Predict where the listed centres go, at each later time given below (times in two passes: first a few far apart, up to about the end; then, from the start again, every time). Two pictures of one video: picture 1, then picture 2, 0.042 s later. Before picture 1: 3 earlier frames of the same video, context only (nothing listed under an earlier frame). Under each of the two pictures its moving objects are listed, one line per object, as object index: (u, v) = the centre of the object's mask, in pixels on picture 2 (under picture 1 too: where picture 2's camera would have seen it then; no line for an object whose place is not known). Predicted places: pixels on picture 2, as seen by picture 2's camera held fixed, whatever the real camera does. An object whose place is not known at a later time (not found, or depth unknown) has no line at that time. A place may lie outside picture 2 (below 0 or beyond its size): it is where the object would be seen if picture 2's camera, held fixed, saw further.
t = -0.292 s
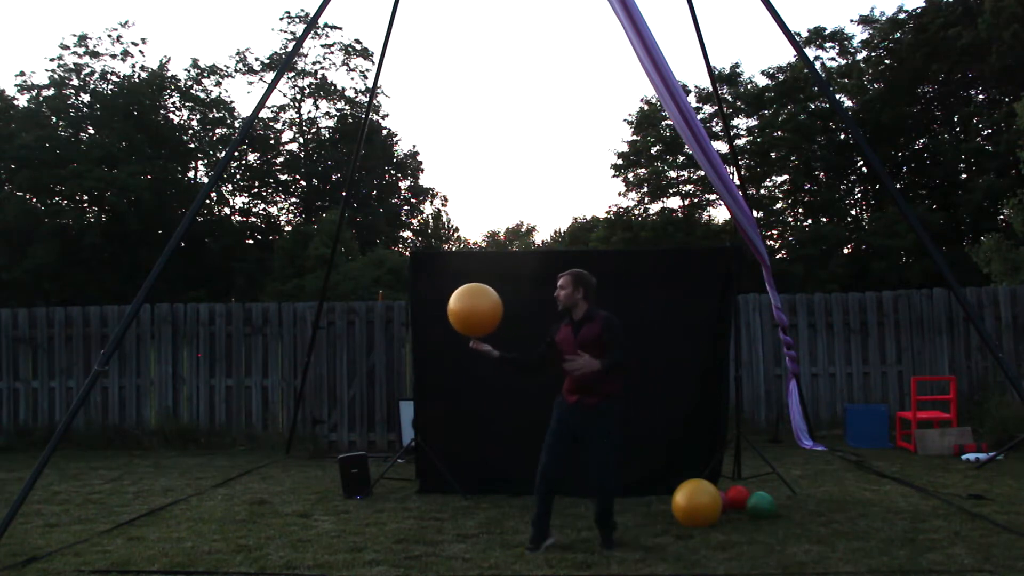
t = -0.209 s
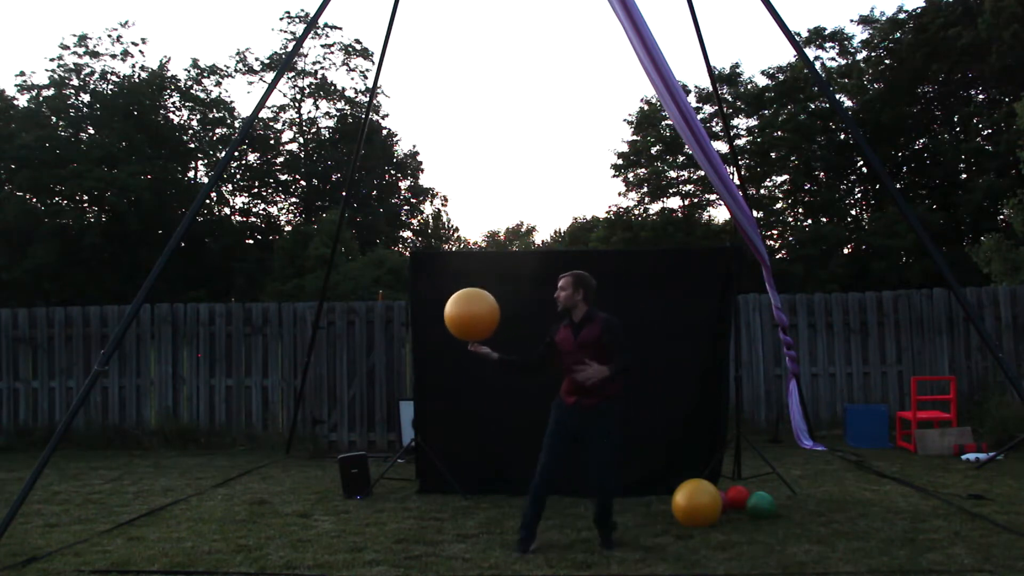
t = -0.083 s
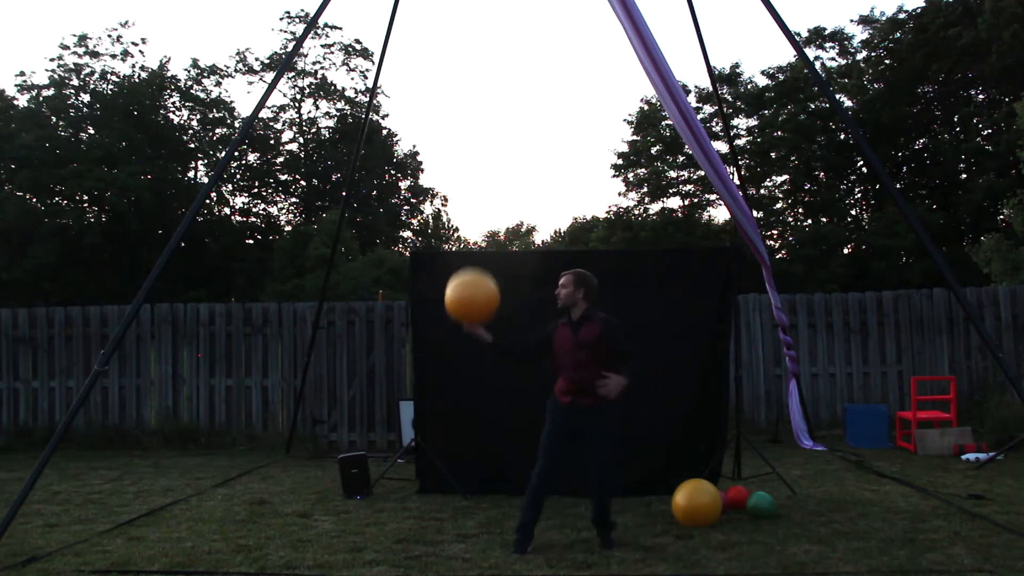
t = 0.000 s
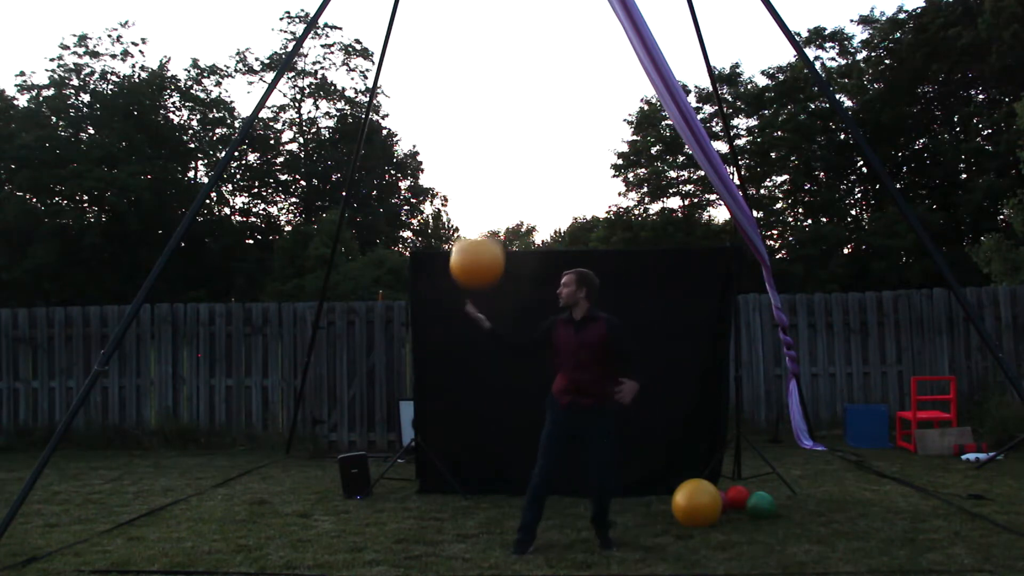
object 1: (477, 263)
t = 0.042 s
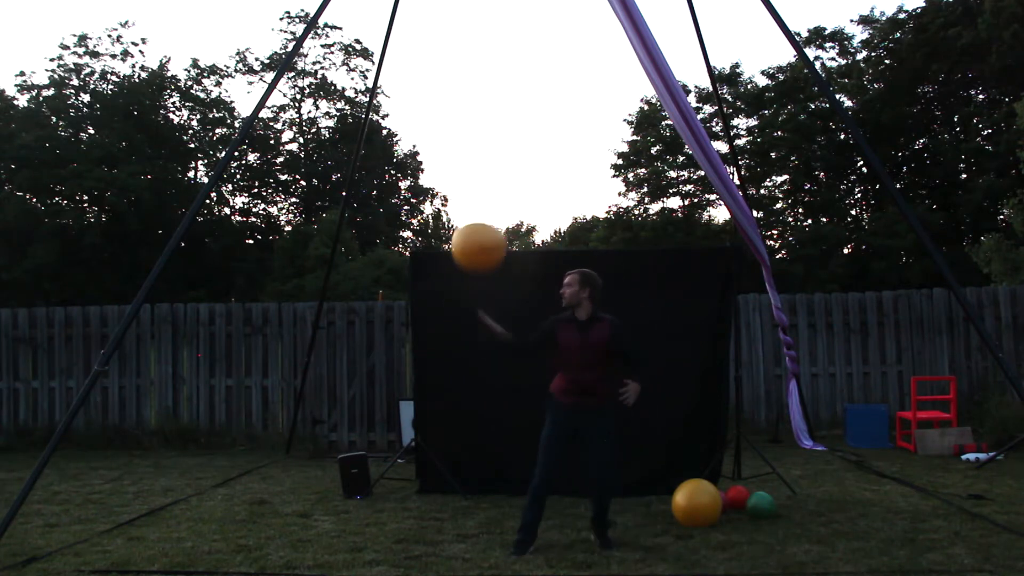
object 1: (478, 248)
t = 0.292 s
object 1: (493, 205)
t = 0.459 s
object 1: (503, 232)
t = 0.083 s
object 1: (480, 234)
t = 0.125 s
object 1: (484, 222)
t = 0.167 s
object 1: (486, 214)
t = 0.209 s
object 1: (488, 208)
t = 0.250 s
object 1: (490, 205)
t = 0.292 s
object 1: (493, 205)
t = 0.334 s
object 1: (495, 208)
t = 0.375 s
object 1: (497, 213)
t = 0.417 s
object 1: (500, 221)
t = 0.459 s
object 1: (503, 232)
